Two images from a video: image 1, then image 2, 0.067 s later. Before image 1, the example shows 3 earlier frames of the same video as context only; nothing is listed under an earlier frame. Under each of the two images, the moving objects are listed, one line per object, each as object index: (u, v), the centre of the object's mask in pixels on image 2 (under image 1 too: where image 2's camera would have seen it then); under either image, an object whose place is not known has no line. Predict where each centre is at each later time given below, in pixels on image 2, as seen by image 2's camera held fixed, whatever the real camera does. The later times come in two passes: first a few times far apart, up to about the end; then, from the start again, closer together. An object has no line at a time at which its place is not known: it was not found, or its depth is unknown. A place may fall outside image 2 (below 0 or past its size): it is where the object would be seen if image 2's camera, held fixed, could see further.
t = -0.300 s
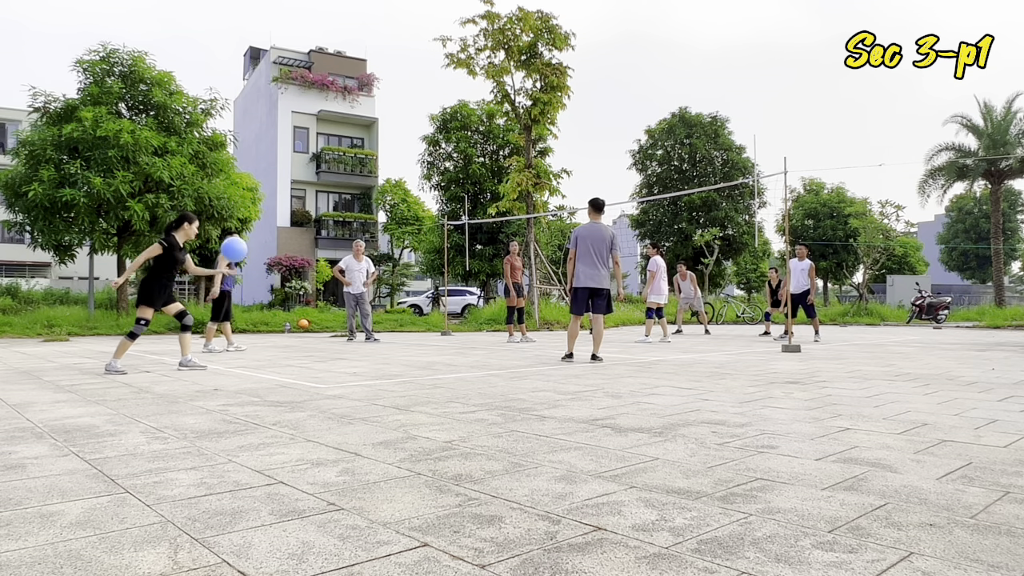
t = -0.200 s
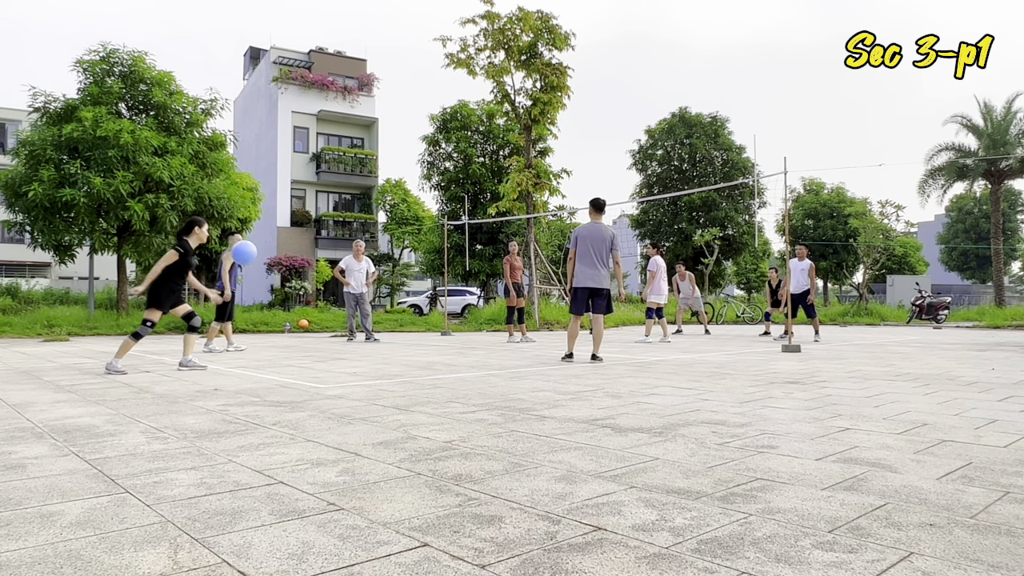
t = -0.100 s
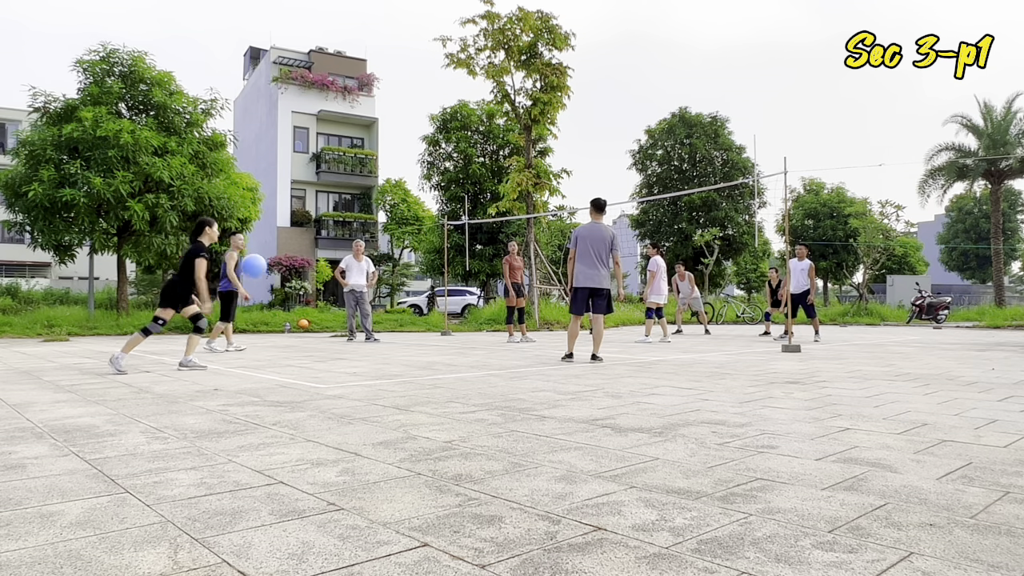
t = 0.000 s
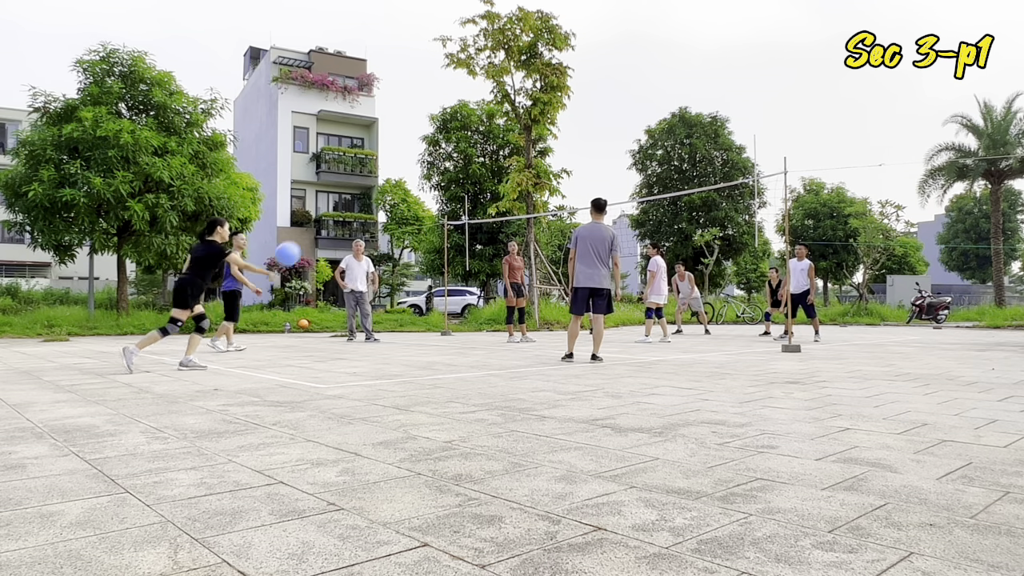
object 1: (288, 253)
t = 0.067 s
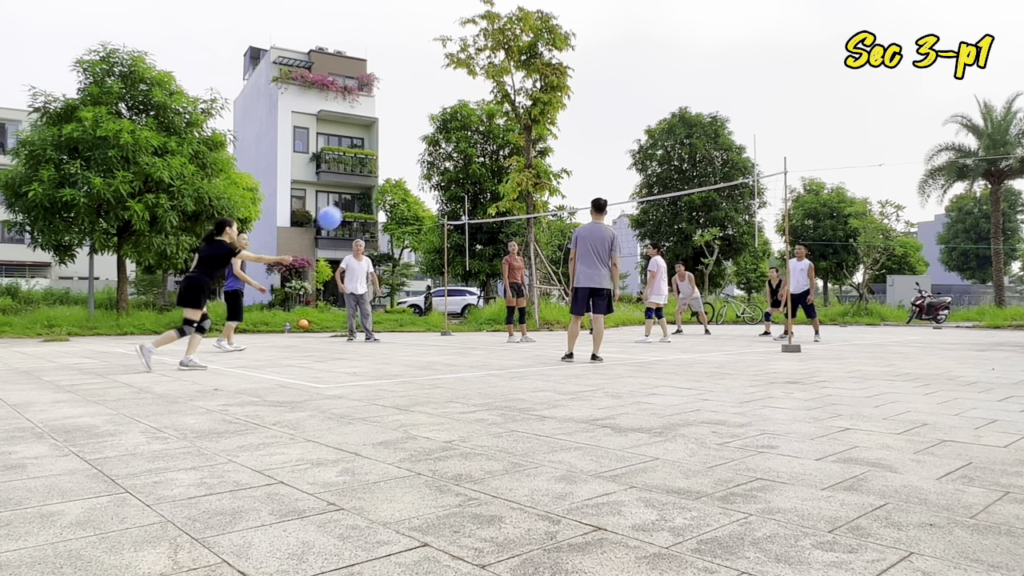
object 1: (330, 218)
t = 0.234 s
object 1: (412, 161)
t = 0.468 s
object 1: (491, 132)
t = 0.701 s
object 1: (545, 139)
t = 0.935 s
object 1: (586, 175)
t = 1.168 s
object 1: (618, 231)
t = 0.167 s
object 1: (381, 179)
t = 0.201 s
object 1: (398, 169)
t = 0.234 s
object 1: (412, 161)
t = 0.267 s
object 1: (426, 154)
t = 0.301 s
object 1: (438, 148)
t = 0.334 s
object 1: (450, 143)
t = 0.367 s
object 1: (461, 139)
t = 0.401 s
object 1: (471, 136)
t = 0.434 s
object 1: (482, 133)
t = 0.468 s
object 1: (491, 132)
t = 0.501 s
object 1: (500, 131)
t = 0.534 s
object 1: (508, 131)
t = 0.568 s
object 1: (517, 131)
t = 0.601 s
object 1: (525, 132)
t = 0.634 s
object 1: (532, 134)
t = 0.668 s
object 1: (539, 137)
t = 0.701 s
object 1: (545, 139)
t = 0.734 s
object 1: (552, 143)
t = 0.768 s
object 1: (558, 147)
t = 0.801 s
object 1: (564, 152)
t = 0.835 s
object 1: (570, 156)
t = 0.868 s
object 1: (575, 162)
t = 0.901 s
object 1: (581, 168)
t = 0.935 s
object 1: (586, 175)
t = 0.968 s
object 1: (591, 181)
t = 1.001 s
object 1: (596, 189)
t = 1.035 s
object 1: (600, 197)
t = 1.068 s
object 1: (605, 205)
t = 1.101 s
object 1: (609, 213)
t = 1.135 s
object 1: (613, 223)
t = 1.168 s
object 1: (618, 231)
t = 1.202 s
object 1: (621, 241)
